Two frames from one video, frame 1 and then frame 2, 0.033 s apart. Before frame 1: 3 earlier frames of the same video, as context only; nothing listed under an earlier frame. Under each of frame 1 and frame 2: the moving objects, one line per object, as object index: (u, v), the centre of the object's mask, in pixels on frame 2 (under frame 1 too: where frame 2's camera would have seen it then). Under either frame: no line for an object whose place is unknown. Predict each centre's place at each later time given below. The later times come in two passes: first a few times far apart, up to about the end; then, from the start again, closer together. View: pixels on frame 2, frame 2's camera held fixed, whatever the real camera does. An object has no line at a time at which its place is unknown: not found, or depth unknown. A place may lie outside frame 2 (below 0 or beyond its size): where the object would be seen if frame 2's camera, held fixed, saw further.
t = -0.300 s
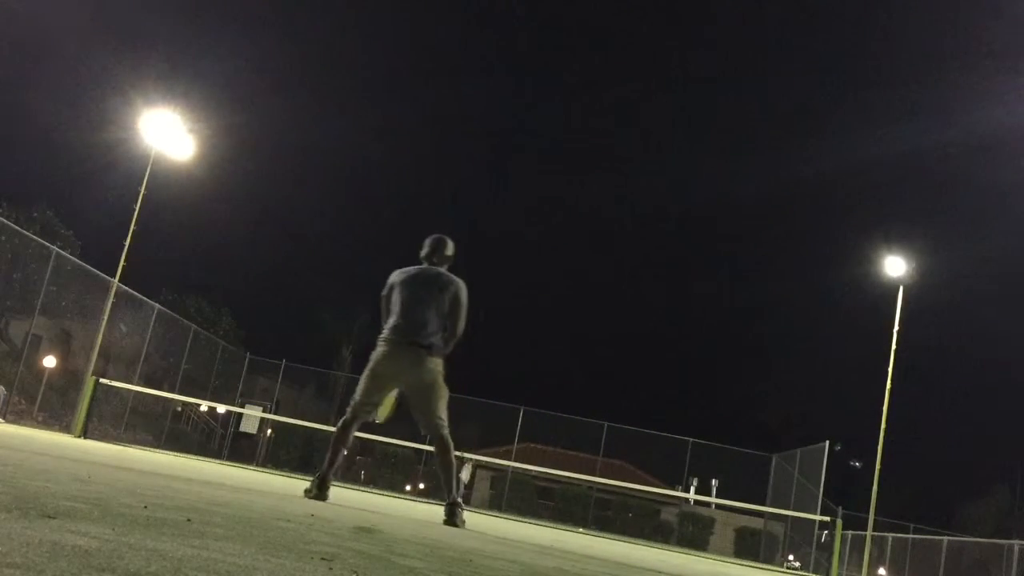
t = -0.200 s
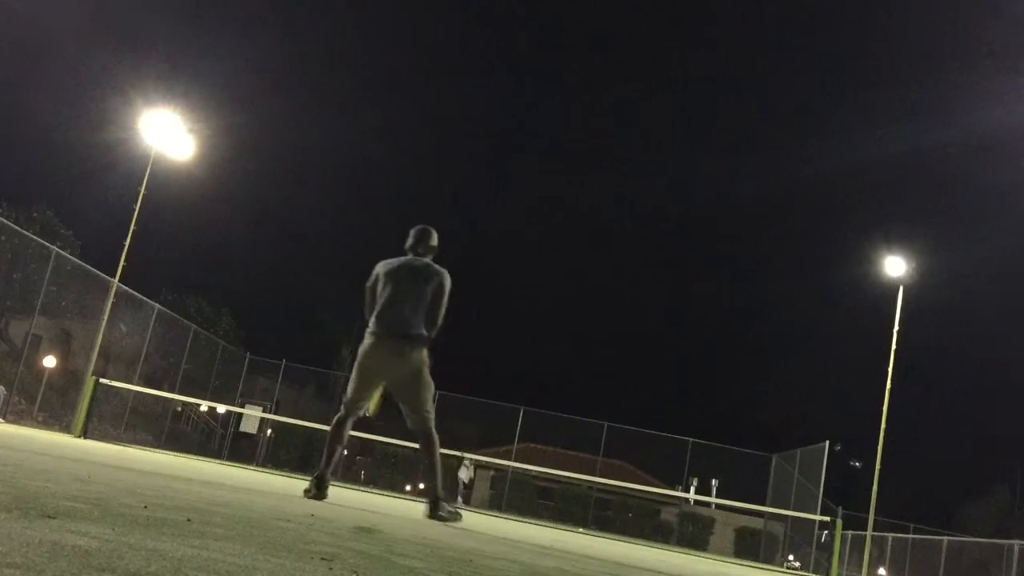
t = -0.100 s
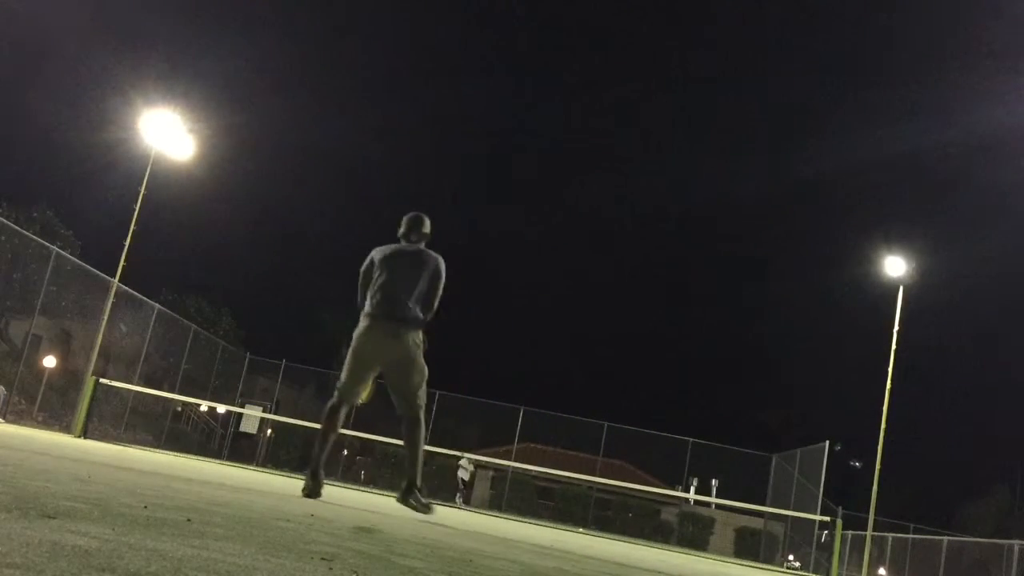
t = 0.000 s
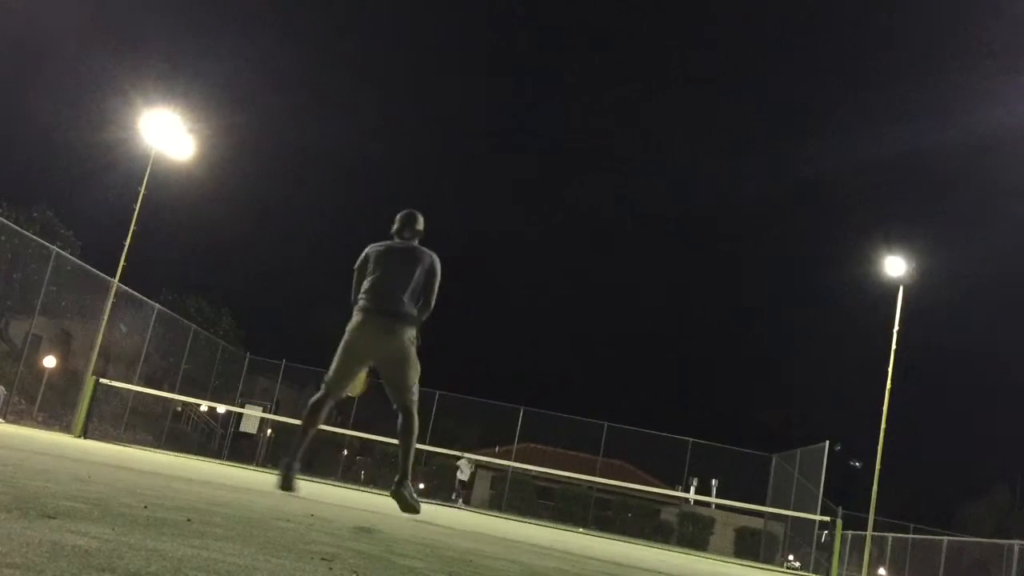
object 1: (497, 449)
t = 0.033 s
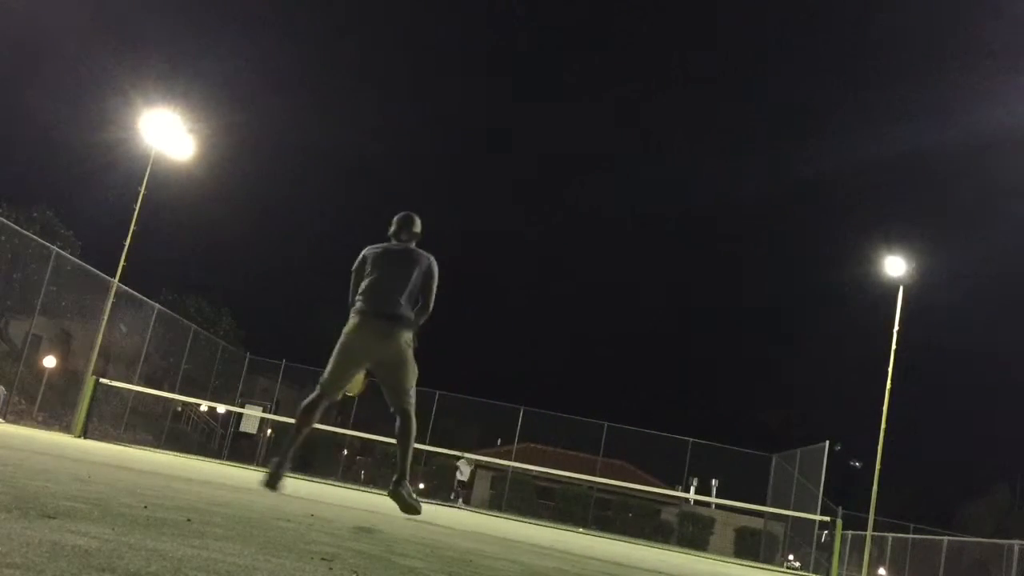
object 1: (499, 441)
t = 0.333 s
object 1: (516, 389)
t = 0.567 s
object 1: (528, 368)
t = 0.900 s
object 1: (542, 387)
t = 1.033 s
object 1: (546, 417)
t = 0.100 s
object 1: (502, 428)
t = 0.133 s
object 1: (504, 422)
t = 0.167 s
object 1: (506, 416)
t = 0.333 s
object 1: (516, 389)
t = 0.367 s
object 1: (518, 384)
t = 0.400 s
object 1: (519, 381)
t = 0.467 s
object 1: (523, 374)
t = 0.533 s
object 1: (526, 370)
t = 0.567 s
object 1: (528, 368)
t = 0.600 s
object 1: (530, 367)
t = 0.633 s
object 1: (531, 367)
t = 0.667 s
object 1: (533, 367)
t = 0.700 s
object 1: (531, 368)
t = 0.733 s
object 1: (533, 369)
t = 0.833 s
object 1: (540, 377)
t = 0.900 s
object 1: (542, 387)
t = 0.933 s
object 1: (543, 392)
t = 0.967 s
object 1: (544, 400)
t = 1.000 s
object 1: (545, 408)
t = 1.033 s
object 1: (546, 417)
